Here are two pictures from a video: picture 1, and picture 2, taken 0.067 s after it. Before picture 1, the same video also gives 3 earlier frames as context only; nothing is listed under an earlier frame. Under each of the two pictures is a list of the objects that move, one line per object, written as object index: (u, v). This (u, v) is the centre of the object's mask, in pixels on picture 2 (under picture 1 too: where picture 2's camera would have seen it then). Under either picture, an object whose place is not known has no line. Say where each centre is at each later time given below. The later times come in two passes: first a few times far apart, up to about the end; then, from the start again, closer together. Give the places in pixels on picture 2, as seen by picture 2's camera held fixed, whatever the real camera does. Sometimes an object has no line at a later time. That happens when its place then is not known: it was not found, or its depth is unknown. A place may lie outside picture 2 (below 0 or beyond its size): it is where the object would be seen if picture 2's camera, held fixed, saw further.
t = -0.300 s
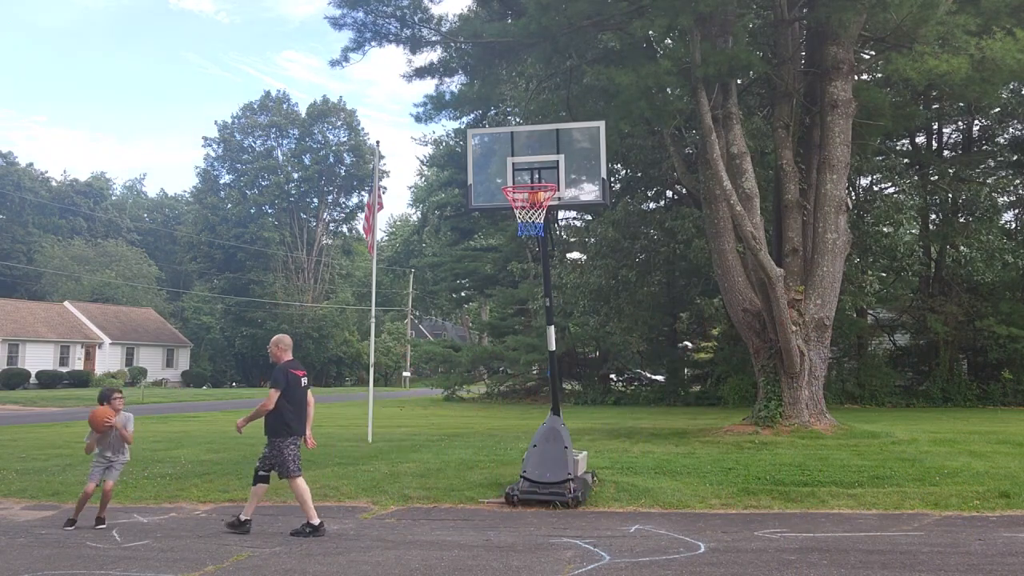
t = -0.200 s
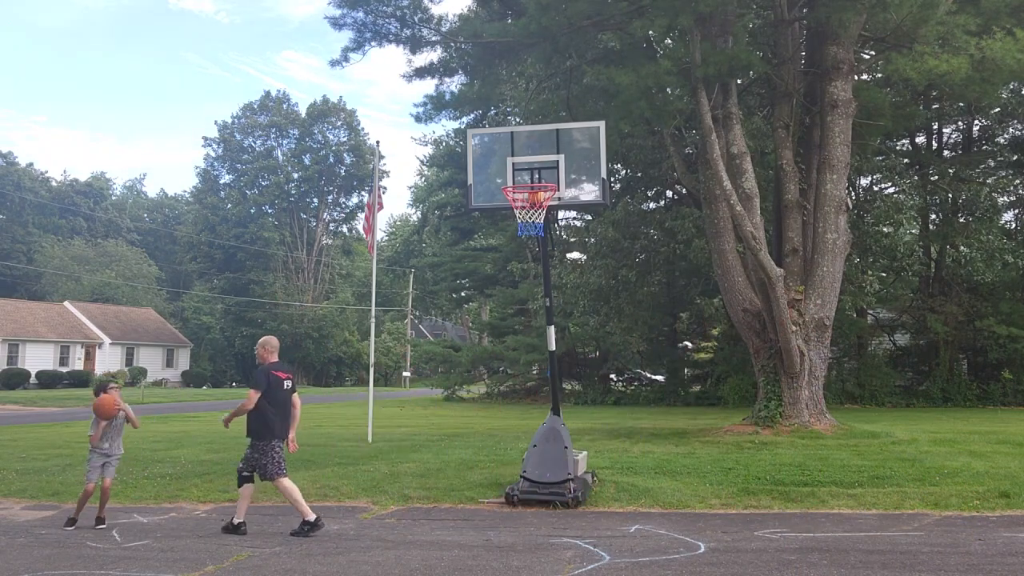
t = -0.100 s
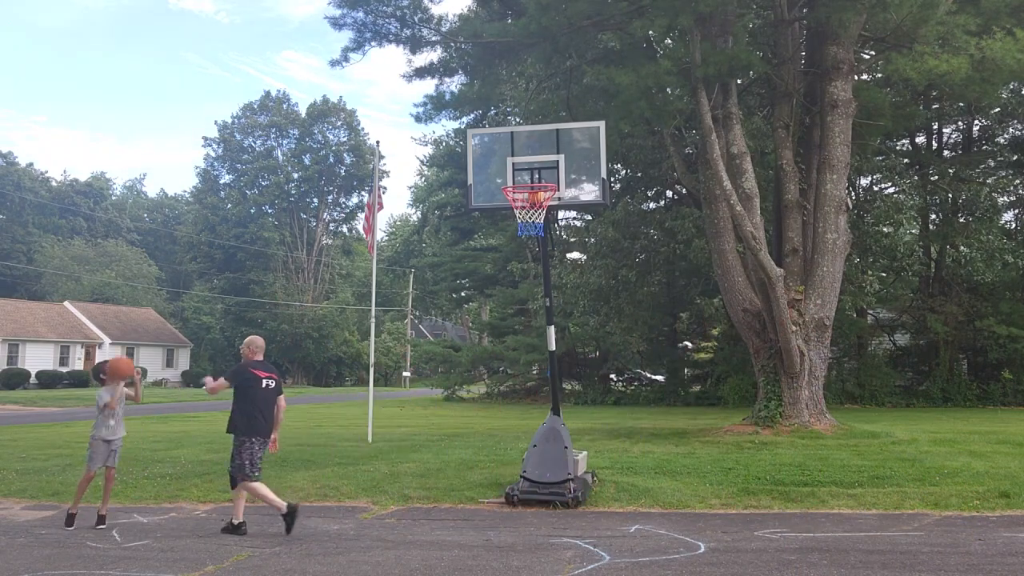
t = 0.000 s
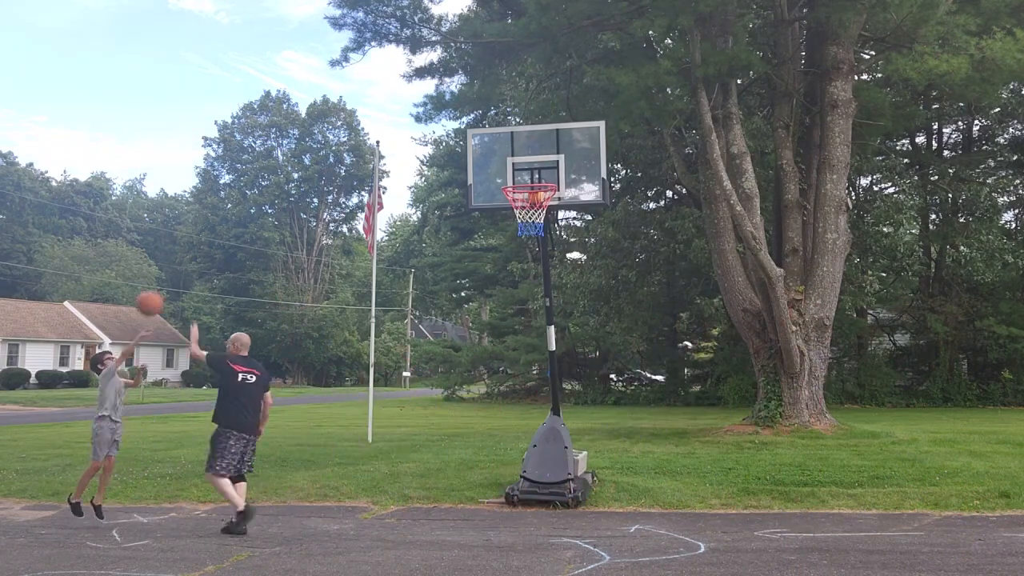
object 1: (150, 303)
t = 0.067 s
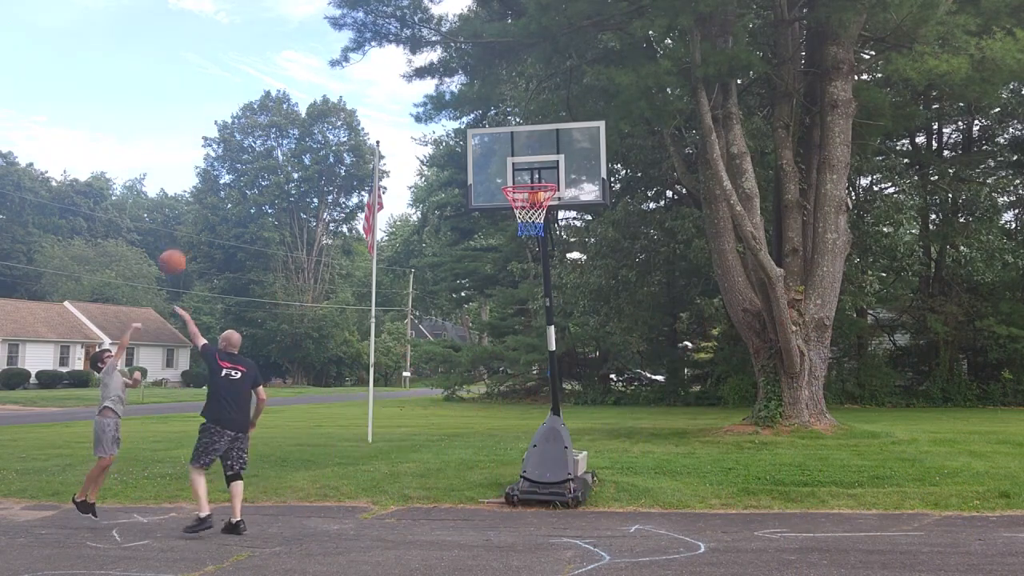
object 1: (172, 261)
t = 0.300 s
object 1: (248, 156)
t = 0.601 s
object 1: (340, 103)
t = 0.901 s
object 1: (426, 139)
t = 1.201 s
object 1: (513, 269)
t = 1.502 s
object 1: (600, 503)
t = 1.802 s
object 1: (632, 343)
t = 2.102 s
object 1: (661, 262)
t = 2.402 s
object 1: (695, 278)
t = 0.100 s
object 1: (183, 243)
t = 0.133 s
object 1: (195, 225)
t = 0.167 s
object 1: (205, 209)
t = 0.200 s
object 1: (217, 194)
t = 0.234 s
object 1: (227, 181)
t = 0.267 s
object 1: (238, 168)
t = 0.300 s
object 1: (248, 156)
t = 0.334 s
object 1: (258, 146)
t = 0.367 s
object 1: (269, 136)
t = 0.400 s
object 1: (279, 128)
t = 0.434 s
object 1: (290, 121)
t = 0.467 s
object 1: (299, 116)
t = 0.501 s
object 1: (310, 110)
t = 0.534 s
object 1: (320, 107)
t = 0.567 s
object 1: (331, 104)
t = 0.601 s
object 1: (340, 103)
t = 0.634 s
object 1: (350, 102)
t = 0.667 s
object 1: (360, 103)
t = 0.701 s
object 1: (369, 104)
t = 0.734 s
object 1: (379, 107)
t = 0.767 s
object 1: (389, 111)
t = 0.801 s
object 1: (398, 116)
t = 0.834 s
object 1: (408, 122)
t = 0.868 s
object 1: (417, 129)
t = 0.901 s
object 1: (426, 139)
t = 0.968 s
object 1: (446, 159)
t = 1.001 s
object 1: (454, 170)
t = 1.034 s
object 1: (464, 184)
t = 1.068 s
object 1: (474, 199)
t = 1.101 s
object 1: (484, 215)
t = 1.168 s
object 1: (503, 250)
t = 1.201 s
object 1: (513, 269)
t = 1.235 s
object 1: (522, 290)
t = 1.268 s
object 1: (532, 313)
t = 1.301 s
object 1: (541, 335)
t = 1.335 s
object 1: (551, 359)
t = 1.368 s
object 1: (561, 385)
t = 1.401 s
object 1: (571, 412)
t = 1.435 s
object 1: (581, 440)
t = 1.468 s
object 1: (591, 472)
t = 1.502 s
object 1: (600, 503)
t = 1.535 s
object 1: (604, 493)
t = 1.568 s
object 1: (607, 470)
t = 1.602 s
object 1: (611, 448)
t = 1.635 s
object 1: (614, 428)
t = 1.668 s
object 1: (618, 408)
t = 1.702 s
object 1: (622, 390)
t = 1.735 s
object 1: (625, 373)
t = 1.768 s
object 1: (629, 357)
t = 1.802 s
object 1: (632, 343)
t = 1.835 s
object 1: (636, 330)
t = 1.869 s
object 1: (639, 317)
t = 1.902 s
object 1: (642, 306)
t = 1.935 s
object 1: (645, 296)
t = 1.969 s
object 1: (649, 287)
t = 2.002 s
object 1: (652, 279)
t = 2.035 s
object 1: (655, 272)
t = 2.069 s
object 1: (658, 267)
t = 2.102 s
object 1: (661, 262)
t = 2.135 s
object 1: (665, 258)
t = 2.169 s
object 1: (668, 256)
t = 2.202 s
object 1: (672, 255)
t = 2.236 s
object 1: (676, 255)
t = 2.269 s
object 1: (680, 257)
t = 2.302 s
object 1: (684, 260)
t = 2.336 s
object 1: (687, 264)
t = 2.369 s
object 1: (691, 270)
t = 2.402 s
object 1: (695, 278)
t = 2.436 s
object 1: (699, 286)
